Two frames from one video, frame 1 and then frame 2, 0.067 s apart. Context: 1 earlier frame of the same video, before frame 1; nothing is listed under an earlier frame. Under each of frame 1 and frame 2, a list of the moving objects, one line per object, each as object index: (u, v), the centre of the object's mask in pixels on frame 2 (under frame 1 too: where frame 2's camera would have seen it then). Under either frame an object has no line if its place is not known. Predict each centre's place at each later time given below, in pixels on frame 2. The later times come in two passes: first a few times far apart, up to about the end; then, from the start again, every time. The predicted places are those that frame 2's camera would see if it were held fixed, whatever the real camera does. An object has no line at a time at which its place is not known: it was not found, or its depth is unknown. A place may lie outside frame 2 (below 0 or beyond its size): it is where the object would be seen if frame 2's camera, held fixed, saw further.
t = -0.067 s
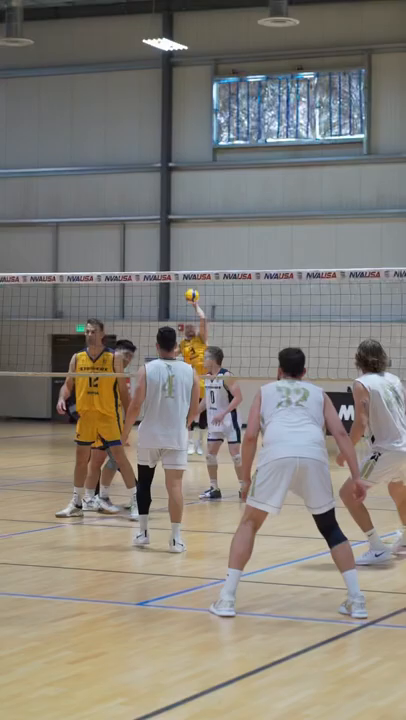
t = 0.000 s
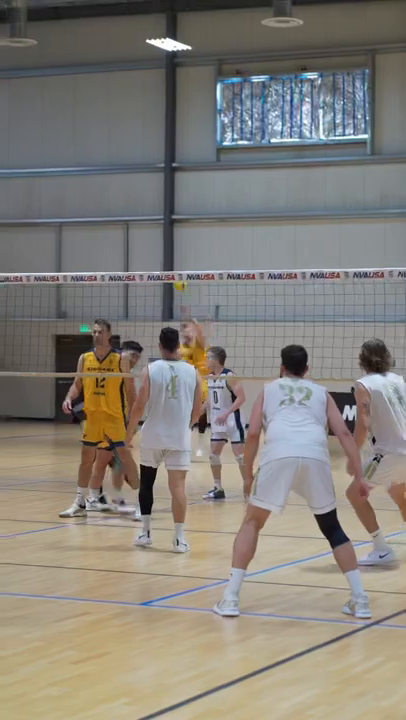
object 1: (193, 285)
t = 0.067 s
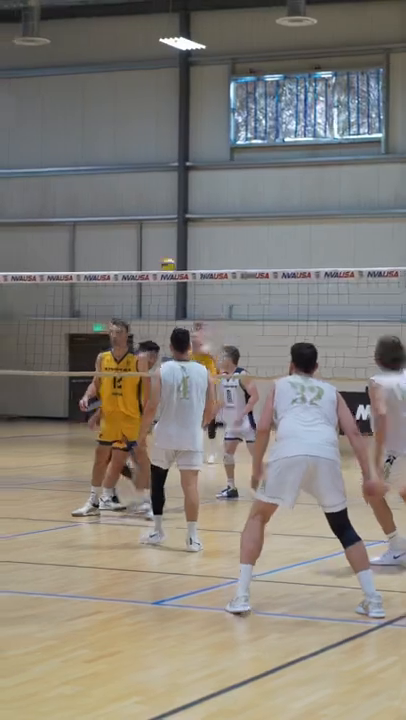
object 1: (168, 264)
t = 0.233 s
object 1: (95, 230)
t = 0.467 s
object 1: (-30, 216)
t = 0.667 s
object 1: (-178, 261)
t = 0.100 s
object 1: (157, 259)
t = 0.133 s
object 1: (141, 250)
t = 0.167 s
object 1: (129, 243)
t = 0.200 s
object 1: (111, 235)
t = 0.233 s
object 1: (95, 230)
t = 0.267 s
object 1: (81, 225)
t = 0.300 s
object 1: (64, 219)
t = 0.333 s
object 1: (48, 215)
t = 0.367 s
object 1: (29, 212)
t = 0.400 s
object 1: (12, 212)
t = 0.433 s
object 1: (-5, 212)
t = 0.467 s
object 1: (-30, 216)
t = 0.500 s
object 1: (-51, 218)
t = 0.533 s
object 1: (-77, 224)
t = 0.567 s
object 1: (-99, 230)
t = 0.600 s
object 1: (-122, 238)
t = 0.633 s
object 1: (-153, 250)
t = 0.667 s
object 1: (-178, 261)
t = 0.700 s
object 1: (-202, 276)
